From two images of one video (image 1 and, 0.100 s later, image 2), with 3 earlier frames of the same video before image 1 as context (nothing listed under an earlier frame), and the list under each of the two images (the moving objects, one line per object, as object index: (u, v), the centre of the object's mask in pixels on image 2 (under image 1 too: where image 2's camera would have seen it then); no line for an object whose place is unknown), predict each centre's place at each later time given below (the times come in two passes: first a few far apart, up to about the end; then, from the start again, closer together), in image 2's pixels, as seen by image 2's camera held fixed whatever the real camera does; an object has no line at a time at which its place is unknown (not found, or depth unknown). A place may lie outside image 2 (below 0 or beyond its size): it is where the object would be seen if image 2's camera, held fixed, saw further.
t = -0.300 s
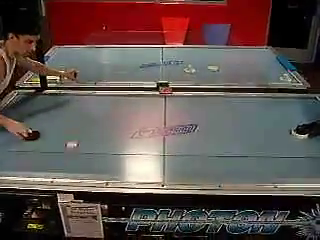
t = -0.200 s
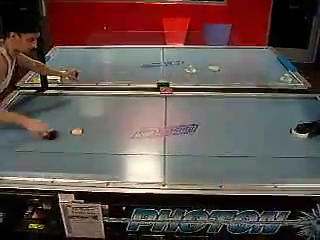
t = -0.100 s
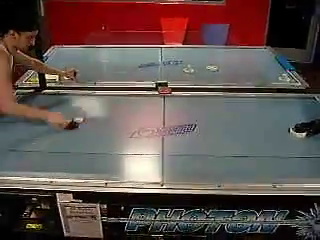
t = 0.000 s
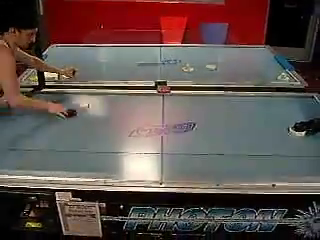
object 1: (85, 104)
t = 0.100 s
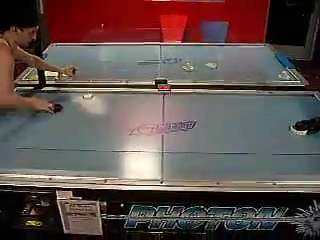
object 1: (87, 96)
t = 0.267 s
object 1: (81, 114)
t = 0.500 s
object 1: (68, 146)
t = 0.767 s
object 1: (68, 154)
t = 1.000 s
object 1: (84, 123)
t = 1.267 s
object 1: (98, 98)
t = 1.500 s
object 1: (93, 110)
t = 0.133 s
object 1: (86, 99)
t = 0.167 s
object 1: (85, 103)
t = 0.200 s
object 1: (84, 106)
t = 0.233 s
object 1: (82, 109)
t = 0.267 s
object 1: (81, 114)
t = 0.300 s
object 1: (78, 118)
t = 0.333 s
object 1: (77, 122)
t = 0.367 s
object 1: (75, 127)
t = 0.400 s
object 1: (73, 131)
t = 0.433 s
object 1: (72, 136)
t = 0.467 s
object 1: (70, 141)
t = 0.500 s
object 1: (68, 146)
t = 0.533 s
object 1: (65, 152)
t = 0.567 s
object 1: (62, 158)
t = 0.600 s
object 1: (61, 164)
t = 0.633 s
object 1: (61, 169)
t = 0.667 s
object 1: (60, 169)
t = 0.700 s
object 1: (63, 165)
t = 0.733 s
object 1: (65, 159)
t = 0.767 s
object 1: (68, 154)
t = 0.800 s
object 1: (72, 149)
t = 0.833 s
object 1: (73, 144)
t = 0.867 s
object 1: (76, 140)
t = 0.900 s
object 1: (77, 136)
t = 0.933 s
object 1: (79, 131)
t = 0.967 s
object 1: (82, 128)
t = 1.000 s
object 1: (84, 123)
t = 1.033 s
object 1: (87, 120)
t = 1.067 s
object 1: (89, 116)
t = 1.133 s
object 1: (92, 110)
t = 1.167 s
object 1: (94, 107)
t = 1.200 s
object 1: (95, 104)
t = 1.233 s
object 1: (96, 100)
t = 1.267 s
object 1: (98, 98)
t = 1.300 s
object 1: (99, 95)
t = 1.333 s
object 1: (99, 96)
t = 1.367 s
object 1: (97, 99)
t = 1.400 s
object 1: (96, 102)
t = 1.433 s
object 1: (96, 104)
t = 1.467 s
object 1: (93, 107)
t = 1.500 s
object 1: (93, 110)
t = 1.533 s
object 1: (92, 112)
